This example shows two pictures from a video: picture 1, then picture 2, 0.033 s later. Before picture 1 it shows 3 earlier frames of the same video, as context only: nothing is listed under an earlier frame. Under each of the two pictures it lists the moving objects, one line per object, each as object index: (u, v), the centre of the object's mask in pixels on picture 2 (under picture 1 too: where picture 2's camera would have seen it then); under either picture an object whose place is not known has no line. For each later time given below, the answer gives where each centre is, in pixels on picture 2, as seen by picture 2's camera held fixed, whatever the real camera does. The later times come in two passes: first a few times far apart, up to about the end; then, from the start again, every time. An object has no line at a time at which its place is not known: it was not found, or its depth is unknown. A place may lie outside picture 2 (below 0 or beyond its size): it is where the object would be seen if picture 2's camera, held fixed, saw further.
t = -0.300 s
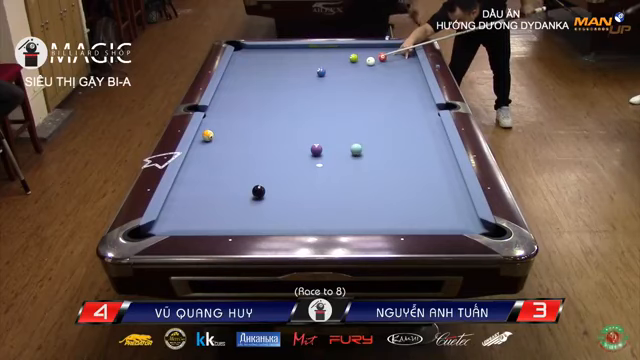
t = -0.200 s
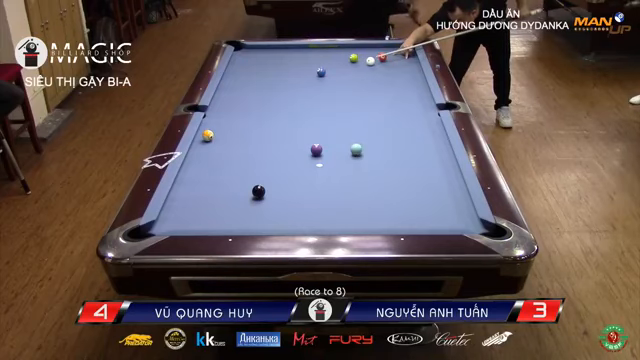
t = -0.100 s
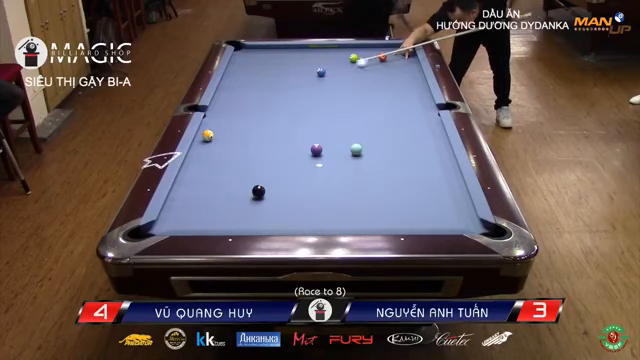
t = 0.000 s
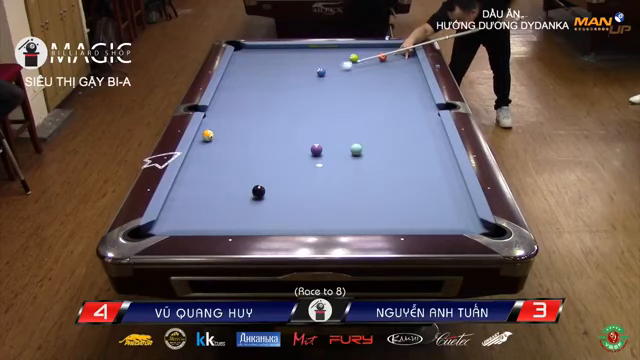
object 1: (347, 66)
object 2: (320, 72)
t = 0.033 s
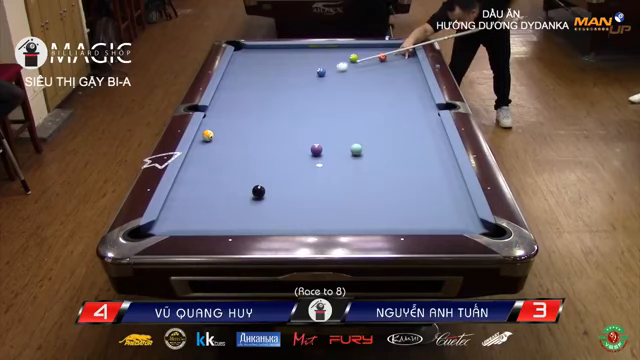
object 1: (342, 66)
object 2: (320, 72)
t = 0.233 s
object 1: (323, 69)
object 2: (311, 75)
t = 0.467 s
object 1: (309, 69)
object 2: (292, 82)
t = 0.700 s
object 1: (295, 69)
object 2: (274, 88)
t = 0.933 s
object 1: (283, 69)
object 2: (256, 95)
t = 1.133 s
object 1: (273, 69)
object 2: (240, 100)
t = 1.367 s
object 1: (261, 69)
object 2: (221, 107)
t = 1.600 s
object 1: (251, 70)
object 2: (205, 112)
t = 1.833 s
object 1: (241, 70)
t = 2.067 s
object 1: (232, 70)
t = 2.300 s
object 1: (231, 70)
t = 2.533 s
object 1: (235, 70)
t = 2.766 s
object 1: (239, 70)
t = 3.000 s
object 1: (241, 70)
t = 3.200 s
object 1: (244, 70)
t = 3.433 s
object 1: (246, 70)
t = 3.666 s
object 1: (247, 70)
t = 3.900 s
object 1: (248, 70)
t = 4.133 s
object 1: (248, 70)
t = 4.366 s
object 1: (248, 70)
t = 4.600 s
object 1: (248, 70)
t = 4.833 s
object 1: (248, 70)
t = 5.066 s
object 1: (248, 70)
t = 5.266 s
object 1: (248, 70)
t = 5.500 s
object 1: (248, 70)
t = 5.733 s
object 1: (248, 70)
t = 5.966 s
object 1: (248, 70)
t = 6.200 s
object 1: (248, 70)
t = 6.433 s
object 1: (248, 70)
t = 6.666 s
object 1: (248, 70)
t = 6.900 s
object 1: (248, 70)
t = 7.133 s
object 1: (248, 70)
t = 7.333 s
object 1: (248, 70)
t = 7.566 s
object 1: (248, 70)
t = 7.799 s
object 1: (248, 70)
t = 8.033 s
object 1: (248, 70)
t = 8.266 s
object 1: (248, 70)
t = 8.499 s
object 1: (248, 70)
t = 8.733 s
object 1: (248, 70)
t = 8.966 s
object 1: (248, 70)
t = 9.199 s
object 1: (248, 70)
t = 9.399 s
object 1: (248, 70)
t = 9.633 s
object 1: (248, 70)
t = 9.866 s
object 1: (248, 70)
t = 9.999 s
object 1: (248, 70)
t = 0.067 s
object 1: (337, 67)
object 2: (320, 72)
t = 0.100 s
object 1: (332, 68)
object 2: (320, 72)
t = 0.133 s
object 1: (328, 69)
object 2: (320, 72)
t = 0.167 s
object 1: (326, 69)
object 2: (317, 73)
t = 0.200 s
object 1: (324, 69)
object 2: (314, 74)
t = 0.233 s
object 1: (323, 69)
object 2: (311, 75)
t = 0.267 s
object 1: (321, 69)
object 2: (308, 77)
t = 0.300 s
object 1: (319, 69)
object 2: (305, 77)
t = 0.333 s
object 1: (317, 69)
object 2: (302, 77)
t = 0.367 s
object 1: (315, 69)
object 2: (299, 79)
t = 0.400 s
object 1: (312, 69)
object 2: (297, 81)
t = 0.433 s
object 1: (311, 69)
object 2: (295, 81)
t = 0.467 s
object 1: (309, 69)
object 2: (292, 82)
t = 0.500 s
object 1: (307, 69)
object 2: (289, 82)
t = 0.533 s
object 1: (305, 69)
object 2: (287, 84)
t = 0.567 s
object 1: (303, 69)
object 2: (284, 85)
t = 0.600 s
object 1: (301, 69)
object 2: (281, 85)
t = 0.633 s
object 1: (299, 69)
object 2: (279, 86)
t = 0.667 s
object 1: (297, 69)
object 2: (276, 88)
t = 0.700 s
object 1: (295, 69)
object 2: (274, 88)
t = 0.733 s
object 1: (294, 69)
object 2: (271, 89)
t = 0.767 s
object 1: (292, 69)
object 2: (269, 90)
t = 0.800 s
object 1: (290, 69)
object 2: (266, 92)
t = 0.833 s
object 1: (288, 69)
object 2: (264, 92)
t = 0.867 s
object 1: (286, 69)
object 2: (261, 92)
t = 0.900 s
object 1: (285, 69)
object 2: (258, 93)
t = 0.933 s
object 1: (283, 69)
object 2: (256, 95)
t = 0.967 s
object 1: (281, 69)
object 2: (253, 95)
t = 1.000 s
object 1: (279, 69)
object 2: (250, 96)
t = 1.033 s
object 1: (278, 69)
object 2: (248, 97)
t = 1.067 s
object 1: (276, 69)
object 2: (245, 98)
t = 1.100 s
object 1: (275, 69)
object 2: (243, 99)
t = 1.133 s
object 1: (273, 69)
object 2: (240, 100)
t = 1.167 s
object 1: (271, 69)
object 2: (237, 101)
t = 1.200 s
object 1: (269, 69)
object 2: (235, 102)
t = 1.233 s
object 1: (268, 70)
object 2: (232, 103)
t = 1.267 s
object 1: (266, 69)
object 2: (229, 103)
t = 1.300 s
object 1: (265, 70)
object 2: (226, 105)
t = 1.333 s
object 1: (263, 69)
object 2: (224, 106)
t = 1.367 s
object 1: (261, 69)
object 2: (221, 107)
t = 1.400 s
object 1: (260, 70)
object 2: (219, 108)
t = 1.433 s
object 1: (258, 70)
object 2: (216, 109)
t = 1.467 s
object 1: (257, 70)
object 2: (213, 109)
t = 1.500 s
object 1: (255, 69)
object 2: (212, 110)
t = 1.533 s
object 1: (254, 69)
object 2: (208, 112)
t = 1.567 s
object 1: (253, 70)
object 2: (206, 112)
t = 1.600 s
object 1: (251, 70)
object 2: (205, 112)
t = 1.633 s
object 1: (249, 70)
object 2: (204, 111)
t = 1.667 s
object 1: (248, 70)
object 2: (203, 110)
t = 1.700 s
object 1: (247, 70)
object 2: (202, 109)
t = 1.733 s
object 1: (245, 70)
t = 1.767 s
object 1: (244, 70)
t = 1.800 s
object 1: (243, 70)
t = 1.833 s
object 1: (241, 70)
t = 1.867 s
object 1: (240, 70)
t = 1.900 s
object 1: (239, 70)
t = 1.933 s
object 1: (237, 70)
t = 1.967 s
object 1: (236, 70)
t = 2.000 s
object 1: (234, 70)
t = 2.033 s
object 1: (233, 70)
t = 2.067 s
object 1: (232, 70)
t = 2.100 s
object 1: (231, 70)
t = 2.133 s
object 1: (230, 70)
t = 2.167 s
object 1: (229, 70)
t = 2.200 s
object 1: (229, 70)
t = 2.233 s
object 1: (230, 70)
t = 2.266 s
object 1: (231, 70)
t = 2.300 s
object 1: (231, 70)
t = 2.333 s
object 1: (232, 70)
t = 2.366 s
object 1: (232, 70)
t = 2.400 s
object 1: (233, 70)
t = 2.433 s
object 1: (234, 70)
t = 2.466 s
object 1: (234, 70)
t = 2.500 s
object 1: (234, 70)
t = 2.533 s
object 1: (235, 70)
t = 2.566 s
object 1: (236, 70)
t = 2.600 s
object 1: (236, 70)
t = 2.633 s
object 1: (237, 70)
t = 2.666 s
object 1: (237, 70)
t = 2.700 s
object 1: (238, 70)
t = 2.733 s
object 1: (238, 70)
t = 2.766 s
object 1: (239, 70)
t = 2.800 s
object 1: (239, 70)
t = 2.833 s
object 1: (239, 70)
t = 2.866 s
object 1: (240, 70)
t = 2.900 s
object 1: (241, 70)
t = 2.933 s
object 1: (241, 70)
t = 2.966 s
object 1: (241, 70)
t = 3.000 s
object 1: (241, 70)
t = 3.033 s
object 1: (242, 70)
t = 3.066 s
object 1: (242, 70)
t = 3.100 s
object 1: (243, 70)
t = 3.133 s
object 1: (244, 70)
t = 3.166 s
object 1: (244, 70)
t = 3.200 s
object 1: (244, 70)
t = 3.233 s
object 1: (244, 70)
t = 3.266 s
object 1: (245, 70)
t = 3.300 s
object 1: (245, 70)
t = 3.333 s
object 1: (245, 70)
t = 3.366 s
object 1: (245, 70)
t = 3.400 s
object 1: (246, 70)
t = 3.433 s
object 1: (246, 70)
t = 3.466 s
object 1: (246, 70)
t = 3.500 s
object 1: (246, 70)
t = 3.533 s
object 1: (246, 70)
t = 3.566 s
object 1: (247, 70)
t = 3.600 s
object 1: (247, 70)
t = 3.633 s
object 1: (247, 70)
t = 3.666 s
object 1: (247, 70)
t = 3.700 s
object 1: (247, 70)
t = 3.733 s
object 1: (247, 70)
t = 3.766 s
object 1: (248, 70)
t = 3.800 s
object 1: (248, 70)
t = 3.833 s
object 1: (248, 70)
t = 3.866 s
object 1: (248, 70)
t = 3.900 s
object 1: (248, 70)
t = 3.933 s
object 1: (248, 70)
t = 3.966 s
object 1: (248, 70)
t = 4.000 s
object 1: (248, 70)
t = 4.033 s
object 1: (248, 70)
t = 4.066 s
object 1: (248, 70)
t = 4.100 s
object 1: (248, 70)
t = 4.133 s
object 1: (248, 70)
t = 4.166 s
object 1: (248, 70)
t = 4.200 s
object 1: (248, 70)
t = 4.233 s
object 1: (248, 70)
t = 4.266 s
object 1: (248, 70)
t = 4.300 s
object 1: (248, 70)
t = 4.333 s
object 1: (248, 70)
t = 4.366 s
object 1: (248, 70)
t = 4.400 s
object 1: (248, 70)
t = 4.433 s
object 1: (248, 70)
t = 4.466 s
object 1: (248, 70)
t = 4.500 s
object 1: (248, 70)
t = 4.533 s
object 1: (248, 70)
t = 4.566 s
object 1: (248, 70)
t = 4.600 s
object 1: (248, 70)
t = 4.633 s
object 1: (248, 70)
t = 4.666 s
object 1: (248, 70)
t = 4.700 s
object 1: (248, 70)
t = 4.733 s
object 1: (248, 70)
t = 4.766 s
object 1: (248, 70)
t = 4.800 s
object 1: (248, 70)
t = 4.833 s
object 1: (248, 70)
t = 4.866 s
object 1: (248, 70)
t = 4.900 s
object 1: (248, 70)
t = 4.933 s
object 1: (248, 70)
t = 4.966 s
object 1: (248, 70)
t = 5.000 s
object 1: (248, 70)
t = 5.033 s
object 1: (248, 70)
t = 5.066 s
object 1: (248, 70)
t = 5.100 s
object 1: (248, 70)
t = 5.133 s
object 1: (248, 70)
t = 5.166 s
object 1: (248, 70)
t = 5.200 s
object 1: (248, 70)
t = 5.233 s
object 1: (248, 70)
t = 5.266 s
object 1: (248, 70)
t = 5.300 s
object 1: (248, 70)
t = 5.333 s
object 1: (248, 70)
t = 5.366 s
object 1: (248, 70)
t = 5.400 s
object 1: (248, 70)
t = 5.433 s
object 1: (248, 70)
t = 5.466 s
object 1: (248, 70)
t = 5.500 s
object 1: (248, 70)
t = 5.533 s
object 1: (248, 70)
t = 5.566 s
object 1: (248, 70)
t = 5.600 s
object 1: (248, 70)
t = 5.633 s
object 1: (248, 70)
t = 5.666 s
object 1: (248, 70)
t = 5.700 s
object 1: (248, 70)
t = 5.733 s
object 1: (248, 70)
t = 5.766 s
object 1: (248, 70)
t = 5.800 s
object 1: (248, 70)
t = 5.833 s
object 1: (248, 70)
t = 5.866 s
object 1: (248, 70)
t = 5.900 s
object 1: (248, 70)
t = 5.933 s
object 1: (248, 70)
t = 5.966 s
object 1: (248, 70)
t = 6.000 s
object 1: (248, 70)
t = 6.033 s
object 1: (248, 70)
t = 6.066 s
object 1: (248, 70)
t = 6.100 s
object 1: (248, 70)
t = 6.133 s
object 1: (248, 70)
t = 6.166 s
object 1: (248, 70)
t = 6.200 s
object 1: (248, 70)
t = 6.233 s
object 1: (248, 70)
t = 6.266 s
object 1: (248, 70)
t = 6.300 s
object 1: (248, 70)
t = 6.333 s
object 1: (248, 70)
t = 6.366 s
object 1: (248, 70)
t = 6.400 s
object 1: (248, 70)
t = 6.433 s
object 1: (248, 70)
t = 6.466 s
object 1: (248, 70)
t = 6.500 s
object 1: (248, 70)
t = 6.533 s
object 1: (248, 70)
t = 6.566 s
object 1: (248, 70)
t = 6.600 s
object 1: (248, 70)
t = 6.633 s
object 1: (248, 70)
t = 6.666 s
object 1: (248, 70)
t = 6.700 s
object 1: (248, 70)
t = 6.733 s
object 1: (248, 70)
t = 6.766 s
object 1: (248, 70)
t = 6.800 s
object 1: (248, 70)
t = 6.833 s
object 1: (248, 70)
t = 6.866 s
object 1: (248, 70)
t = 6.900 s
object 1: (248, 70)
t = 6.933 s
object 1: (248, 70)
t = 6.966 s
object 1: (248, 70)
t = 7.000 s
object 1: (248, 70)
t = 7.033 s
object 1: (248, 70)
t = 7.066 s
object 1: (248, 70)
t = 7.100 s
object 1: (248, 70)
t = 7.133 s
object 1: (248, 70)
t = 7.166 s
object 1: (248, 70)
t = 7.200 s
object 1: (248, 70)
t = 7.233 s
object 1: (248, 70)
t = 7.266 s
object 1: (248, 70)
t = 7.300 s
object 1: (248, 70)
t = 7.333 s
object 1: (248, 70)
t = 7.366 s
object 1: (248, 70)
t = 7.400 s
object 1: (248, 70)
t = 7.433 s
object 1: (248, 70)
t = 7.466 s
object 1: (248, 70)
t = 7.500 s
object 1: (248, 70)
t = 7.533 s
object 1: (248, 70)
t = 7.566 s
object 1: (248, 70)
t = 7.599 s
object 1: (248, 70)
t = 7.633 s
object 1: (248, 70)
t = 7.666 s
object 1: (248, 70)
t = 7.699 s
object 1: (248, 70)
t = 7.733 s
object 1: (248, 70)
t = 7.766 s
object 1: (248, 70)
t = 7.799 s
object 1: (248, 70)
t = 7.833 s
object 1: (248, 70)
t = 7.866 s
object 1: (248, 70)
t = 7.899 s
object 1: (248, 70)
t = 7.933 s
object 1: (248, 70)
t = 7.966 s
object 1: (248, 70)
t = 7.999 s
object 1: (248, 70)
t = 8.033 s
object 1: (248, 70)
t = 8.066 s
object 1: (248, 70)
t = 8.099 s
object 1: (248, 70)
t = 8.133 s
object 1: (248, 70)
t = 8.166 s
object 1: (248, 70)
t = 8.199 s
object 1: (248, 70)
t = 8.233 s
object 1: (248, 70)
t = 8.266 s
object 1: (248, 70)
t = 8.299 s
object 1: (248, 70)
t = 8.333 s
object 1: (248, 70)
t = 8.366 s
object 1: (248, 70)
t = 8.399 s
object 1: (248, 70)
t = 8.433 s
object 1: (248, 70)
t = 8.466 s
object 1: (248, 70)
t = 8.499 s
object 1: (248, 70)
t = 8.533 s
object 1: (248, 70)
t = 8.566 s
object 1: (248, 70)
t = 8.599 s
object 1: (248, 70)
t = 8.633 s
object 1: (248, 70)
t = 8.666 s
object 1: (248, 70)
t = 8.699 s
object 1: (248, 70)
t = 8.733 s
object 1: (248, 70)
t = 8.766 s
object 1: (248, 70)
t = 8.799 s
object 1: (248, 70)
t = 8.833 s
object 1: (248, 70)
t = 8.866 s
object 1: (248, 70)
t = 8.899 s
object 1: (248, 70)
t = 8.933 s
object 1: (248, 70)
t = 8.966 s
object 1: (248, 70)
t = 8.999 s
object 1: (248, 70)
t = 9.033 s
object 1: (248, 70)
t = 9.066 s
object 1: (248, 70)
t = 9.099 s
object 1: (248, 70)
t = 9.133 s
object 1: (248, 70)
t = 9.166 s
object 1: (248, 70)
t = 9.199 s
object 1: (248, 70)
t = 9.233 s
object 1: (248, 70)
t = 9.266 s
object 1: (248, 70)
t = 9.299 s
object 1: (248, 70)
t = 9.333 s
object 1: (248, 70)
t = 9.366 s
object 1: (248, 70)
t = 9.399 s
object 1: (248, 70)
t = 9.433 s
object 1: (248, 70)
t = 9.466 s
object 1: (248, 70)
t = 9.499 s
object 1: (248, 70)
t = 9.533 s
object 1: (248, 70)
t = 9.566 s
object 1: (248, 70)
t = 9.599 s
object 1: (248, 70)
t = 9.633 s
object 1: (248, 70)
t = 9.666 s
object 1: (248, 70)
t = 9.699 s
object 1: (248, 70)
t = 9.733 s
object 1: (248, 70)
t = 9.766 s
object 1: (248, 70)
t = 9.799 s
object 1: (248, 70)
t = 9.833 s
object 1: (248, 70)
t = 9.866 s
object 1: (248, 70)
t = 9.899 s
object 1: (248, 70)
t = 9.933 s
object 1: (248, 70)
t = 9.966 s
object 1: (248, 70)
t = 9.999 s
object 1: (248, 70)
